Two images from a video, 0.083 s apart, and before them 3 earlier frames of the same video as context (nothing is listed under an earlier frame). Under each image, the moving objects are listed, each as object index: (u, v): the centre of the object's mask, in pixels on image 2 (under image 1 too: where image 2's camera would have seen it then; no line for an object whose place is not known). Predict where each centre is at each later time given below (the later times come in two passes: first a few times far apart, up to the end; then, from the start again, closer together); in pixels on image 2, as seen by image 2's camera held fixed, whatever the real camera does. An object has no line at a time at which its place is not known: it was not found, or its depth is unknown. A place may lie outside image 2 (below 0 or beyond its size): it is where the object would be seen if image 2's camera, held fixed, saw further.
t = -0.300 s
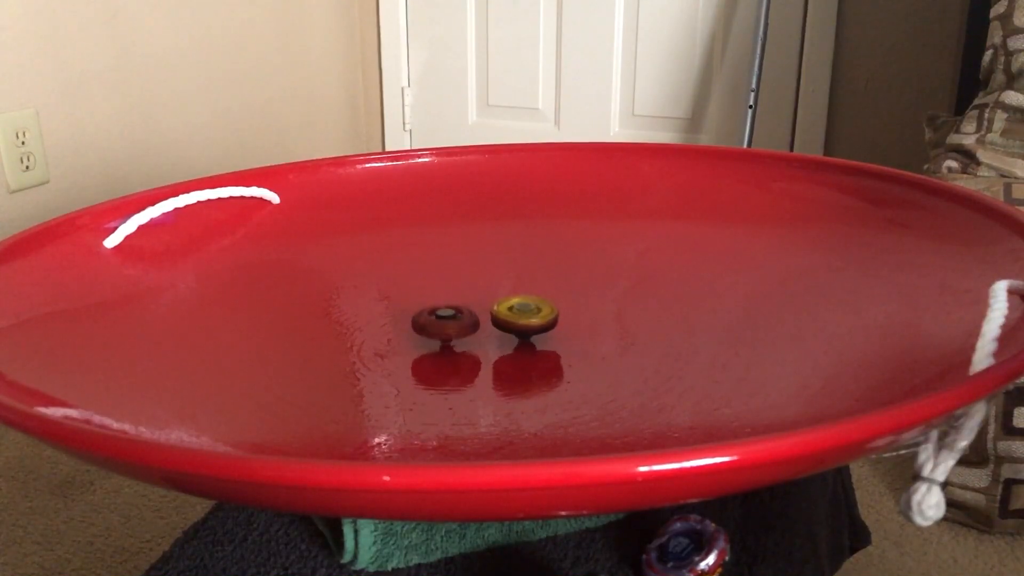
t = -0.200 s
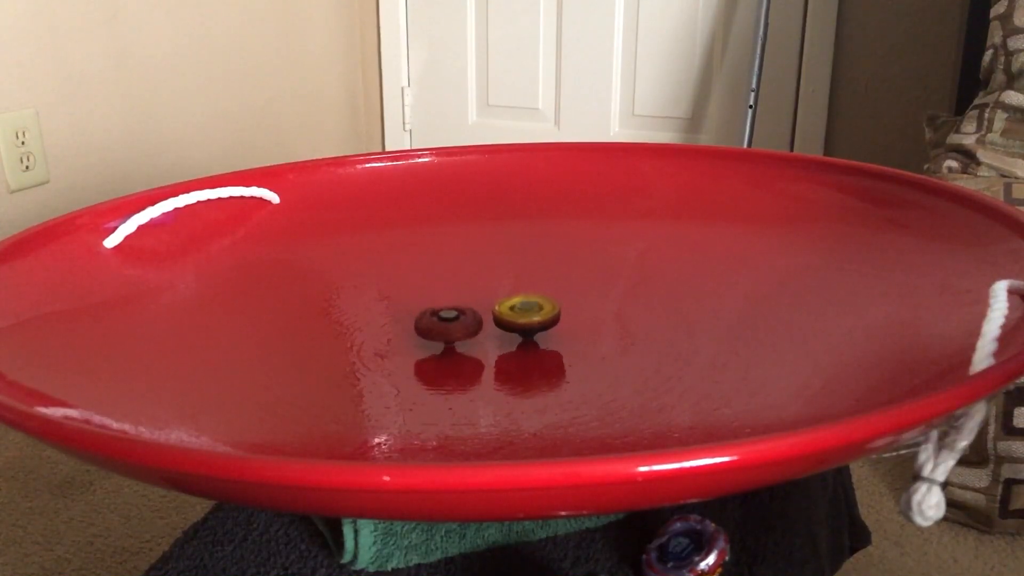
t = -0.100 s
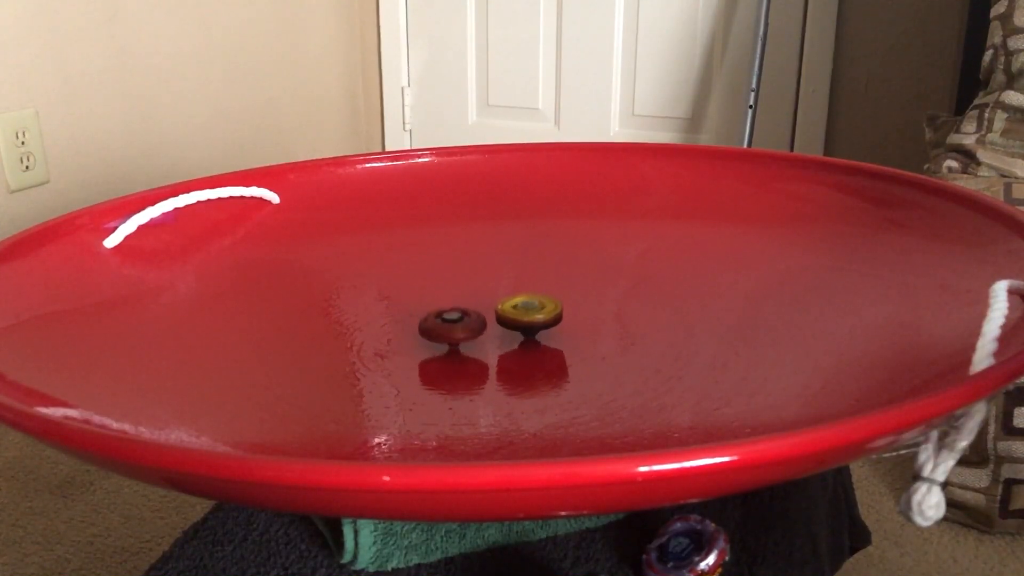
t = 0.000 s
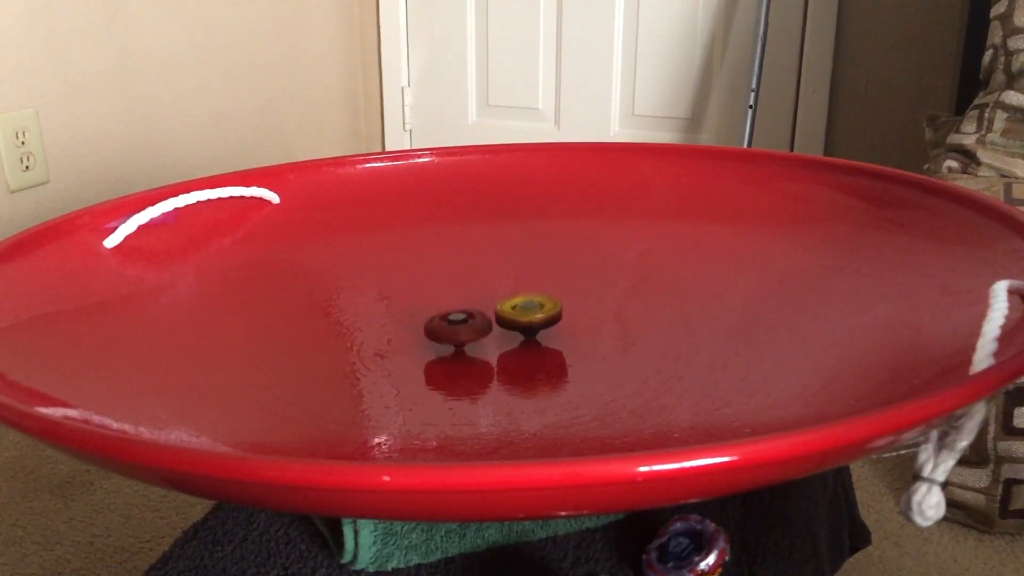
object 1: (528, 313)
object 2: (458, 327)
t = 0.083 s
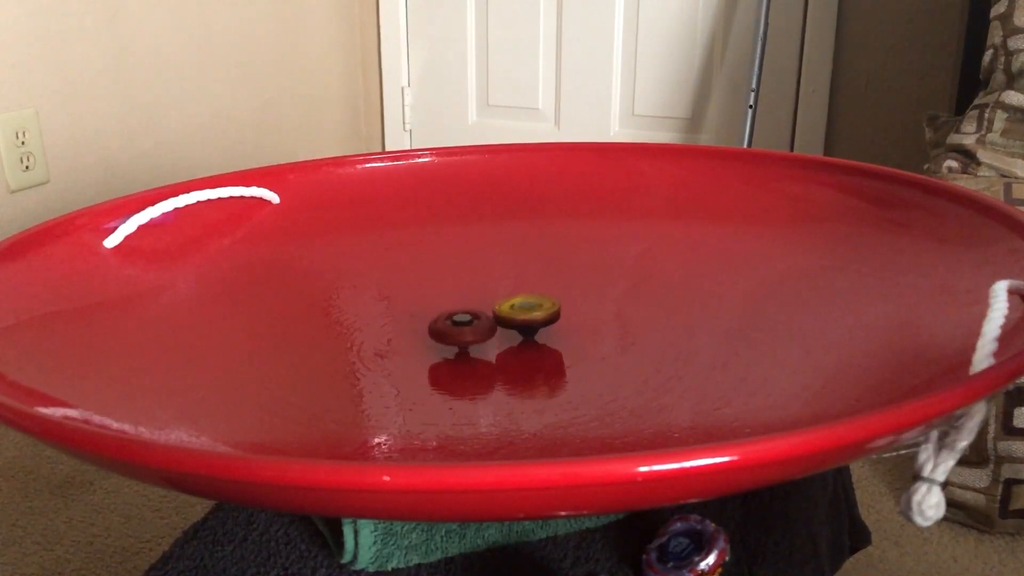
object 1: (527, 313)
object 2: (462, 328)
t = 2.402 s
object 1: (491, 298)
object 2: (440, 347)
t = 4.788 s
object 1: (448, 300)
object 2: (442, 336)
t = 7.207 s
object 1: (435, 305)
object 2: (456, 341)
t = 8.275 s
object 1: (436, 307)
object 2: (454, 338)
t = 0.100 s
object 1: (527, 313)
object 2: (462, 328)
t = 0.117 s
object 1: (529, 313)
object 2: (460, 329)
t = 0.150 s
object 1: (532, 313)
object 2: (457, 330)
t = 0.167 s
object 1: (532, 313)
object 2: (456, 330)
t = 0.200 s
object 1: (531, 313)
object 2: (454, 331)
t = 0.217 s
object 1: (531, 313)
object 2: (453, 332)
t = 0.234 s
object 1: (531, 313)
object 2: (451, 331)
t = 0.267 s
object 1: (531, 313)
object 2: (450, 332)
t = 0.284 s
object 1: (530, 313)
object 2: (449, 332)
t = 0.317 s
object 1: (528, 313)
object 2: (447, 333)
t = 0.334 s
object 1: (527, 313)
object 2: (446, 333)
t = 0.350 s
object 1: (526, 313)
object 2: (446, 334)
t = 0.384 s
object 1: (525, 314)
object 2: (445, 334)
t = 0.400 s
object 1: (524, 314)
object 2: (444, 334)
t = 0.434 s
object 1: (522, 314)
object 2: (444, 335)
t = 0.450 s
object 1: (521, 313)
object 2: (444, 336)
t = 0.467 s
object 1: (519, 314)
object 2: (443, 336)
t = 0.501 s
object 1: (518, 313)
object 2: (443, 336)
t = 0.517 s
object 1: (517, 313)
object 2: (442, 336)
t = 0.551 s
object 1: (515, 314)
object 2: (443, 336)
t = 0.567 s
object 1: (514, 313)
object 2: (442, 336)
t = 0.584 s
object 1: (513, 313)
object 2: (443, 336)
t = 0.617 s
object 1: (511, 313)
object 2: (443, 337)
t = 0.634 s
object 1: (510, 313)
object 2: (443, 337)
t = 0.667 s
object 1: (508, 313)
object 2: (444, 337)
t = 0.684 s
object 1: (507, 313)
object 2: (444, 337)
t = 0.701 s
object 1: (506, 313)
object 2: (444, 337)
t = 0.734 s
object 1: (504, 313)
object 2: (445, 337)
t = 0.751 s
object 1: (503, 312)
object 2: (445, 337)
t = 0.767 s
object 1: (502, 312)
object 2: (446, 337)
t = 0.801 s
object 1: (501, 312)
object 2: (446, 337)
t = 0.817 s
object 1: (500, 311)
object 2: (448, 337)
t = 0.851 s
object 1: (499, 311)
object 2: (449, 337)
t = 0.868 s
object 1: (498, 310)
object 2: (450, 336)
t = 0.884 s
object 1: (497, 310)
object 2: (450, 336)
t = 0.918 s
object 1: (496, 309)
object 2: (452, 336)
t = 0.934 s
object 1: (496, 309)
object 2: (452, 335)
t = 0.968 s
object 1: (495, 308)
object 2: (454, 335)
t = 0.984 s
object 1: (495, 308)
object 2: (454, 335)
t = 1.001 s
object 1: (494, 307)
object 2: (454, 334)
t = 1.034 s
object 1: (493, 306)
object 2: (456, 334)
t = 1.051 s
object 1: (493, 306)
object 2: (456, 333)
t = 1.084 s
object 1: (494, 304)
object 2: (454, 334)
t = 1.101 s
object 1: (496, 304)
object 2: (454, 335)
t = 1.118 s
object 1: (497, 303)
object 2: (452, 335)
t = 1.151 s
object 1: (497, 302)
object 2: (449, 335)
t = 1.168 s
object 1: (498, 302)
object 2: (449, 335)
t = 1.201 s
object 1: (498, 301)
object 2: (446, 336)
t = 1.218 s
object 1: (498, 301)
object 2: (446, 337)
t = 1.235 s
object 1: (498, 301)
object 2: (445, 336)
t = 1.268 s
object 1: (499, 301)
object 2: (443, 337)
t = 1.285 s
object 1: (499, 301)
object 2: (443, 338)
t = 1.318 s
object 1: (500, 300)
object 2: (441, 338)
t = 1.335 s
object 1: (500, 300)
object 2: (441, 338)
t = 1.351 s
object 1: (501, 300)
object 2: (441, 338)
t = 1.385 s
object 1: (502, 300)
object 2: (440, 339)
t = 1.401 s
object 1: (502, 301)
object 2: (440, 339)
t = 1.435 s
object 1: (502, 301)
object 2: (439, 340)
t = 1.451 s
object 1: (503, 301)
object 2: (439, 339)
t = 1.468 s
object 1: (504, 301)
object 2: (439, 340)
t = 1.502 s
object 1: (504, 302)
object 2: (440, 340)
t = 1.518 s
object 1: (504, 303)
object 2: (439, 340)
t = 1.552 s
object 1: (504, 303)
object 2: (440, 340)
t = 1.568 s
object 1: (504, 303)
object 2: (440, 340)
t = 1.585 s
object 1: (504, 304)
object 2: (441, 339)
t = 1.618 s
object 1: (503, 305)
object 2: (442, 339)
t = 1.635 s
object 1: (502, 305)
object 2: (442, 339)
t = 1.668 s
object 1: (502, 306)
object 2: (443, 339)
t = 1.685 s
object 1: (501, 306)
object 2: (444, 339)
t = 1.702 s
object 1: (500, 307)
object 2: (444, 339)
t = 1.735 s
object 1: (499, 307)
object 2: (445, 338)
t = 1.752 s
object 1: (498, 308)
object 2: (446, 338)
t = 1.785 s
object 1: (496, 309)
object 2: (447, 338)
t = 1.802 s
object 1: (495, 309)
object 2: (448, 337)
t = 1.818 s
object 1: (494, 309)
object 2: (449, 337)
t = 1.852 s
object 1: (492, 309)
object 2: (450, 336)
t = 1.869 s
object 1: (491, 309)
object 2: (451, 335)
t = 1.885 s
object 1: (490, 309)
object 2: (451, 335)
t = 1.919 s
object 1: (490, 309)
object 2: (449, 336)
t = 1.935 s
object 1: (491, 308)
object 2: (444, 337)
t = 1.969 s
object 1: (493, 305)
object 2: (438, 339)
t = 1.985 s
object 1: (494, 304)
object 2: (437, 339)
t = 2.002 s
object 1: (494, 304)
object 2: (435, 339)
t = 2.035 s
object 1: (493, 303)
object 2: (432, 340)
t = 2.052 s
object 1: (493, 303)
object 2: (430, 341)
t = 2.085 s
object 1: (492, 302)
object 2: (427, 342)
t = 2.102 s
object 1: (491, 302)
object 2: (426, 343)
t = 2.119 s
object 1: (491, 301)
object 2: (425, 344)
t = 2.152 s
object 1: (490, 300)
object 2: (425, 345)
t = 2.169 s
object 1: (490, 300)
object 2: (425, 346)
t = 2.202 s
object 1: (489, 300)
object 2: (426, 347)
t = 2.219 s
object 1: (489, 299)
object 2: (427, 348)
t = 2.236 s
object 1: (490, 299)
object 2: (428, 348)
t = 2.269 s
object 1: (490, 298)
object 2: (430, 348)
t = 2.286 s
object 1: (490, 298)
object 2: (431, 349)
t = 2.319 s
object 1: (490, 298)
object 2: (434, 348)
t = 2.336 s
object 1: (490, 298)
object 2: (434, 348)
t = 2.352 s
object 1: (491, 298)
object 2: (435, 348)
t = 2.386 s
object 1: (491, 298)
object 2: (438, 348)
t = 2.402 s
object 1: (491, 298)
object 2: (440, 347)
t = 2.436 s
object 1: (492, 298)
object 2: (443, 346)
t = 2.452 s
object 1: (493, 298)
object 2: (444, 346)
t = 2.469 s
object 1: (493, 298)
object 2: (444, 345)
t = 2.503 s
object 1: (493, 298)
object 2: (446, 343)
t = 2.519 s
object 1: (494, 299)
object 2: (448, 344)
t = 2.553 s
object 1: (493, 299)
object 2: (450, 342)
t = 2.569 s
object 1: (493, 299)
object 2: (449, 341)
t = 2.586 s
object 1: (494, 300)
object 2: (449, 340)
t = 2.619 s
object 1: (493, 301)
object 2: (449, 339)
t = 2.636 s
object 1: (493, 301)
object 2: (451, 339)
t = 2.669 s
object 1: (492, 302)
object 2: (449, 336)
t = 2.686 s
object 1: (491, 302)
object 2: (449, 337)
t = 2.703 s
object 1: (491, 302)
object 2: (448, 335)
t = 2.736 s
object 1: (490, 303)
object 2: (445, 333)
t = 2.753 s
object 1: (489, 304)
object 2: (445, 333)
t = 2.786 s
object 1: (488, 304)
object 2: (441, 331)
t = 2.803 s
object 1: (487, 305)
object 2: (439, 331)
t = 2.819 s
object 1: (486, 305)
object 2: (438, 330)
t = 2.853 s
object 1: (484, 306)
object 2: (433, 329)
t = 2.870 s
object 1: (483, 306)
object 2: (433, 329)
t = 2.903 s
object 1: (481, 306)
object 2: (431, 329)
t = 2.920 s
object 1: (480, 306)
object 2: (429, 328)
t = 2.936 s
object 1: (479, 306)
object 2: (428, 328)
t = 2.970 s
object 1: (477, 307)
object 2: (426, 328)
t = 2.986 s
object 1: (476, 307)
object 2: (425, 328)
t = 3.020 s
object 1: (474, 307)
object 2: (424, 328)
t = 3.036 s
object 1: (473, 307)
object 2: (423, 328)
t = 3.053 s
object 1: (472, 307)
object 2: (421, 328)
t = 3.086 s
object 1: (470, 307)
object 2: (421, 328)
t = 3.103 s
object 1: (469, 307)
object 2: (420, 328)
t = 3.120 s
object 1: (468, 307)
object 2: (420, 329)
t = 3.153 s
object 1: (467, 307)
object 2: (420, 329)
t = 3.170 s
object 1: (466, 306)
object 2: (421, 329)
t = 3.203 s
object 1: (465, 306)
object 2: (420, 329)
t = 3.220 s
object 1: (465, 305)
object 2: (421, 330)
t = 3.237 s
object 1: (464, 305)
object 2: (420, 329)
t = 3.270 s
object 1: (463, 304)
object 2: (422, 330)
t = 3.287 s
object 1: (462, 304)
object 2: (423, 330)
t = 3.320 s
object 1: (462, 302)
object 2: (424, 329)
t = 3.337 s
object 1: (461, 302)
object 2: (427, 330)
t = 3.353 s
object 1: (461, 302)
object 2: (426, 330)
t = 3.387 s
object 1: (461, 301)
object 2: (429, 331)
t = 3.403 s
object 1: (460, 300)
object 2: (430, 330)
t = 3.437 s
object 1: (460, 300)
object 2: (432, 330)
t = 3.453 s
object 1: (461, 299)
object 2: (434, 330)
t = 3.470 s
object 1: (460, 299)
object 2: (436, 330)
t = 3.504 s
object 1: (460, 299)
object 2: (440, 330)
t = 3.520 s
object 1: (461, 298)
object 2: (441, 330)
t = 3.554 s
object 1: (462, 298)
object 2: (444, 330)
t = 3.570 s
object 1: (463, 298)
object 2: (445, 330)
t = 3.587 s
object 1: (464, 298)
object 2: (445, 330)
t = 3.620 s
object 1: (465, 297)
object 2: (447, 330)
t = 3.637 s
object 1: (466, 298)
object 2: (447, 330)
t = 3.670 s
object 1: (466, 297)
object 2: (448, 331)
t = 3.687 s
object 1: (466, 297)
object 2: (450, 331)
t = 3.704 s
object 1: (467, 297)
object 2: (451, 330)
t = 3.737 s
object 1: (467, 297)
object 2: (453, 331)
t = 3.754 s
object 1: (468, 298)
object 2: (452, 330)
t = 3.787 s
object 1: (470, 296)
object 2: (451, 331)
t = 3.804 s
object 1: (472, 297)
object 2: (451, 332)
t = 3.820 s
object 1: (473, 297)
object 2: (449, 333)
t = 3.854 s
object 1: (476, 298)
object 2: (448, 335)
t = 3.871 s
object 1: (476, 298)
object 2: (449, 336)
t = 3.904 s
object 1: (476, 299)
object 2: (447, 338)
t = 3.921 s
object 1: (476, 299)
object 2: (448, 339)
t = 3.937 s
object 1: (476, 300)
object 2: (448, 339)
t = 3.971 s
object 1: (476, 301)
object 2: (450, 341)
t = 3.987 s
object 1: (476, 301)
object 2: (448, 341)
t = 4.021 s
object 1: (477, 302)
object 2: (450, 343)
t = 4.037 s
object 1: (476, 302)
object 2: (451, 342)
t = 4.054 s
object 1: (476, 302)
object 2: (453, 344)
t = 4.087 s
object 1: (475, 303)
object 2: (456, 345)
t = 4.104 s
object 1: (475, 304)
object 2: (457, 345)
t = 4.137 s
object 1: (474, 305)
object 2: (461, 346)
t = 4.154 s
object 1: (474, 305)
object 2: (463, 347)
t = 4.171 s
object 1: (473, 305)
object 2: (465, 349)
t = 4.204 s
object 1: (471, 306)
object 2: (468, 345)
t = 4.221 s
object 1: (471, 306)
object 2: (469, 346)
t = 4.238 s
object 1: (470, 306)
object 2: (470, 346)
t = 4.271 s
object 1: (469, 306)
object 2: (471, 345)
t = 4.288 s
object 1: (467, 306)
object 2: (472, 344)
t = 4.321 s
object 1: (466, 307)
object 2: (472, 342)
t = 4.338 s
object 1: (464, 307)
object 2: (472, 342)
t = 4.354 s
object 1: (463, 307)
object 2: (471, 341)
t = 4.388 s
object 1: (461, 306)
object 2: (472, 340)
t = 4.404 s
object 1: (459, 306)
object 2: (473, 339)
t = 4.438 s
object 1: (457, 307)
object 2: (471, 338)
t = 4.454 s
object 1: (456, 306)
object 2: (470, 337)
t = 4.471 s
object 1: (455, 306)
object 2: (469, 336)
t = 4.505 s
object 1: (453, 306)
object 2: (468, 335)
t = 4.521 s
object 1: (452, 306)
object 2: (466, 335)
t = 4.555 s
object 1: (450, 304)
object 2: (463, 335)
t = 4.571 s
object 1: (450, 304)
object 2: (462, 334)
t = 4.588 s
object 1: (448, 304)
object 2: (460, 334)
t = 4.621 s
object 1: (447, 303)
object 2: (457, 335)
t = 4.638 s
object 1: (447, 302)
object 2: (455, 335)
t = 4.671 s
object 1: (448, 302)
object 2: (451, 335)
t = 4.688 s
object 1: (448, 302)
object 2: (450, 336)
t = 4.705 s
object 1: (448, 301)
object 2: (449, 335)
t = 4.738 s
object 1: (448, 300)
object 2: (446, 337)
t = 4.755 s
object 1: (448, 300)
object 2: (444, 335)
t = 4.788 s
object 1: (448, 300)
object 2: (442, 336)
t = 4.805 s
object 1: (448, 300)
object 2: (440, 335)
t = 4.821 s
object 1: (449, 300)
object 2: (439, 336)
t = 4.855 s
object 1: (449, 299)
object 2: (437, 337)
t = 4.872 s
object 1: (450, 299)
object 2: (436, 337)
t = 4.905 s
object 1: (451, 300)
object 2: (435, 337)
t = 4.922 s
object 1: (452, 300)
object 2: (433, 337)
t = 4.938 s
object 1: (452, 299)
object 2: (433, 338)
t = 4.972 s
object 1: (453, 300)
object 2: (432, 338)
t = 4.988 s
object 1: (454, 300)
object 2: (433, 336)
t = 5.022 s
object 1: (455, 300)
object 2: (433, 337)
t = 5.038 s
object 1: (455, 300)
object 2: (432, 337)
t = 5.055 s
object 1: (456, 301)
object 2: (432, 337)
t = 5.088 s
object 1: (456, 301)
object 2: (433, 337)
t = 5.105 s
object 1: (456, 302)
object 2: (431, 337)
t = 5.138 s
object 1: (457, 302)
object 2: (432, 338)
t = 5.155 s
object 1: (456, 303)
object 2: (431, 337)
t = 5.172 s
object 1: (457, 304)
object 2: (432, 338)
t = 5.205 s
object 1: (456, 304)
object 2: (432, 337)
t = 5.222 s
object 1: (456, 305)
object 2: (432, 337)
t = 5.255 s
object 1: (454, 306)
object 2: (433, 336)
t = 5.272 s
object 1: (454, 306)
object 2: (433, 336)
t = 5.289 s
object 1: (454, 306)
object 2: (432, 337)
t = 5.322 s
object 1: (454, 307)
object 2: (432, 339)
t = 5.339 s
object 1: (453, 308)
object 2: (431, 339)
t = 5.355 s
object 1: (453, 309)
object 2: (431, 339)
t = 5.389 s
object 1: (452, 309)
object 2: (431, 340)
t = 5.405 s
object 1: (451, 309)
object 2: (432, 340)
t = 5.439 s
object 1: (449, 310)
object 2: (433, 341)
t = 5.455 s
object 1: (448, 310)
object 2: (434, 341)
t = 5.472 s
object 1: (447, 309)
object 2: (434, 341)
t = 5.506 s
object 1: (445, 310)
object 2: (437, 341)
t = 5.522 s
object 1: (445, 309)
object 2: (438, 341)
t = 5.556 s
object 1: (443, 309)
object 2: (440, 341)
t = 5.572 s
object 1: (442, 309)
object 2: (441, 341)
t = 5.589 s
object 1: (442, 310)
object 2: (442, 340)
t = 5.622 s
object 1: (440, 308)
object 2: (444, 339)
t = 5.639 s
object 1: (439, 308)
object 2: (444, 339)
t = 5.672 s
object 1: (437, 307)
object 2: (445, 339)
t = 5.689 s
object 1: (437, 307)
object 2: (445, 338)
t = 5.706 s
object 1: (437, 307)
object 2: (446, 338)
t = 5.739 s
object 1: (437, 306)
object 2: (447, 337)
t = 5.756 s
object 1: (436, 305)
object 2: (448, 337)
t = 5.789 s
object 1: (436, 304)
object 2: (449, 338)
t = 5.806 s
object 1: (437, 305)
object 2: (449, 338)
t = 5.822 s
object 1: (437, 304)
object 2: (450, 337)
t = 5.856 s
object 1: (438, 303)
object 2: (451, 338)
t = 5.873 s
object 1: (440, 303)
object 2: (451, 338)
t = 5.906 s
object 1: (440, 303)
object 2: (451, 338)
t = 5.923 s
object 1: (441, 303)
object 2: (452, 339)
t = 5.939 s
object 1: (442, 302)
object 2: (453, 338)
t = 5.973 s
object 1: (443, 302)
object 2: (454, 337)
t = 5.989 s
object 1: (443, 302)
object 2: (454, 337)
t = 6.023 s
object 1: (445, 302)
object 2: (456, 337)
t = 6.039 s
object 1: (446, 302)
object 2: (456, 337)
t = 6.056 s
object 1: (447, 302)
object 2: (456, 337)
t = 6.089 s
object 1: (448, 302)
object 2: (456, 336)
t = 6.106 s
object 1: (449, 303)
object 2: (456, 336)
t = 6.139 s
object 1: (452, 302)
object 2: (455, 338)
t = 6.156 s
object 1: (454, 302)
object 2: (453, 339)
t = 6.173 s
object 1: (455, 301)
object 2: (452, 343)
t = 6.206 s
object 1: (458, 300)
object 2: (451, 342)
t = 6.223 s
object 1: (459, 301)
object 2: (451, 344)
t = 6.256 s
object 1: (460, 301)
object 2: (449, 343)
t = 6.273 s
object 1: (460, 302)
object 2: (449, 344)
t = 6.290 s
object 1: (460, 303)
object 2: (448, 344)
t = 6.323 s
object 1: (460, 304)
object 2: (446, 343)
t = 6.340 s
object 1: (460, 304)
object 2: (446, 343)
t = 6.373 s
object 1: (460, 305)
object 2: (447, 342)
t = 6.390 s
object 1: (459, 305)
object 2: (448, 343)
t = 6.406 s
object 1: (459, 306)
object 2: (447, 342)
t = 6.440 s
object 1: (458, 307)
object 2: (449, 340)
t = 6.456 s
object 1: (458, 307)
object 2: (449, 340)
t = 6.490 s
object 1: (457, 307)
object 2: (451, 340)
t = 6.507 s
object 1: (456, 307)
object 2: (452, 339)
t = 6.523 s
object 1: (455, 307)
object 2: (451, 338)
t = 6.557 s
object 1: (452, 307)
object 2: (452, 341)
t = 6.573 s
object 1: (451, 307)
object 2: (453, 341)
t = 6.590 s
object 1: (449, 307)
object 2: (452, 341)
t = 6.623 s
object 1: (446, 308)
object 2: (451, 344)
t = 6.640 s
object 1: (444, 308)
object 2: (450, 345)
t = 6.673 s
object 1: (442, 308)
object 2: (449, 345)
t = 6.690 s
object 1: (440, 308)
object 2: (449, 345)
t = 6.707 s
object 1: (440, 309)
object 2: (448, 345)
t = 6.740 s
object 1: (437, 310)
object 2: (447, 345)
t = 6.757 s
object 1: (437, 310)
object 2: (445, 345)
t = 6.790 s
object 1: (436, 311)
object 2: (444, 345)
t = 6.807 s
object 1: (436, 311)
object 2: (444, 345)
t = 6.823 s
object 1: (435, 311)
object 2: (445, 342)
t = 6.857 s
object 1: (434, 310)
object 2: (451, 335)
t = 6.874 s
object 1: (433, 310)
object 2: (452, 335)
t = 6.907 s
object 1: (433, 309)
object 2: (448, 341)
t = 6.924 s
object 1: (433, 308)
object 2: (449, 341)
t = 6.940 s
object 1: (433, 308)
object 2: (451, 337)
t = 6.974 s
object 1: (433, 307)
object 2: (451, 341)
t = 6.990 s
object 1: (432, 307)
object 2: (453, 338)
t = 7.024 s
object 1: (433, 306)
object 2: (455, 338)
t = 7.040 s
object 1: (432, 306)
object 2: (455, 338)
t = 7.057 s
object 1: (433, 306)
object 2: (454, 338)
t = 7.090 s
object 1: (433, 305)
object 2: (454, 343)
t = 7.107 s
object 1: (434, 306)
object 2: (454, 343)
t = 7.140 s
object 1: (434, 306)
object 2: (455, 340)
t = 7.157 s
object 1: (434, 305)
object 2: (454, 340)
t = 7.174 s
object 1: (435, 305)
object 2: (454, 340)
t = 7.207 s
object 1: (435, 305)
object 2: (456, 341)
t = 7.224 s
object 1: (436, 306)
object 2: (454, 340)
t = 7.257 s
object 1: (438, 305)
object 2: (453, 339)
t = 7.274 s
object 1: (438, 305)
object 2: (454, 338)
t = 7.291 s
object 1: (437, 305)
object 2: (454, 338)
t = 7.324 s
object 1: (438, 306)
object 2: (454, 337)
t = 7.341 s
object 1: (439, 306)
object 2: (453, 337)
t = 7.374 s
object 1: (438, 306)
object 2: (454, 337)
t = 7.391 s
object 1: (439, 307)
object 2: (454, 337)
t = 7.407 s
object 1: (439, 306)
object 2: (454, 337)
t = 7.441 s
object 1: (439, 306)
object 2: (454, 337)
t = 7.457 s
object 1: (439, 306)
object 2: (454, 337)
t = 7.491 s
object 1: (438, 307)
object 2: (454, 338)
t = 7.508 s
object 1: (438, 307)
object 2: (454, 338)
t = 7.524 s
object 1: (437, 307)
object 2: (454, 338)
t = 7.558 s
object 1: (436, 307)
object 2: (454, 338)
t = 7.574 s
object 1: (436, 307)
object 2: (454, 338)
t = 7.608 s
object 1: (434, 307)
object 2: (454, 338)
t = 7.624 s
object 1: (434, 308)
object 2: (454, 338)
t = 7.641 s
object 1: (433, 307)
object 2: (454, 338)
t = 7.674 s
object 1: (433, 307)
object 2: (454, 338)
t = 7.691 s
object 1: (432, 307)
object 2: (453, 337)
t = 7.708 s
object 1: (432, 307)
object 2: (453, 337)
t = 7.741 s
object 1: (431, 307)
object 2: (453, 338)
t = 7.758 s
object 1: (431, 307)
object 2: (454, 338)
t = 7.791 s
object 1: (430, 306)
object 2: (454, 338)
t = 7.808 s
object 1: (429, 306)
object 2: (454, 338)
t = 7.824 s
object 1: (429, 306)
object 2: (454, 338)
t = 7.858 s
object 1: (429, 306)
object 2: (454, 338)
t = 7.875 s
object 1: (429, 306)
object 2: (454, 338)
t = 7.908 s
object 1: (429, 305)
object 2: (454, 338)
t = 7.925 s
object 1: (430, 305)
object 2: (454, 338)
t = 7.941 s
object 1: (430, 305)
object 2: (454, 338)
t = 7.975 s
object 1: (430, 305)
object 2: (454, 338)
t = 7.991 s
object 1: (431, 305)
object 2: (454, 338)
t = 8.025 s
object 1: (432, 305)
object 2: (454, 338)
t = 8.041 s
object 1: (432, 305)
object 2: (454, 338)
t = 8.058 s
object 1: (433, 305)
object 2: (454, 338)
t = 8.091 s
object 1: (434, 305)
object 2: (454, 338)
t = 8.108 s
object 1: (434, 305)
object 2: (454, 338)
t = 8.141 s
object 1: (435, 305)
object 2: (454, 338)
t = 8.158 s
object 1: (435, 306)
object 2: (455, 338)
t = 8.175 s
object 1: (436, 306)
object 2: (454, 338)
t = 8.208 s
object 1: (436, 307)
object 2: (454, 338)
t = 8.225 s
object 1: (435, 306)
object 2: (455, 338)
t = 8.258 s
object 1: (436, 307)
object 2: (454, 339)
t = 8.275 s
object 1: (436, 307)
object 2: (454, 338)
